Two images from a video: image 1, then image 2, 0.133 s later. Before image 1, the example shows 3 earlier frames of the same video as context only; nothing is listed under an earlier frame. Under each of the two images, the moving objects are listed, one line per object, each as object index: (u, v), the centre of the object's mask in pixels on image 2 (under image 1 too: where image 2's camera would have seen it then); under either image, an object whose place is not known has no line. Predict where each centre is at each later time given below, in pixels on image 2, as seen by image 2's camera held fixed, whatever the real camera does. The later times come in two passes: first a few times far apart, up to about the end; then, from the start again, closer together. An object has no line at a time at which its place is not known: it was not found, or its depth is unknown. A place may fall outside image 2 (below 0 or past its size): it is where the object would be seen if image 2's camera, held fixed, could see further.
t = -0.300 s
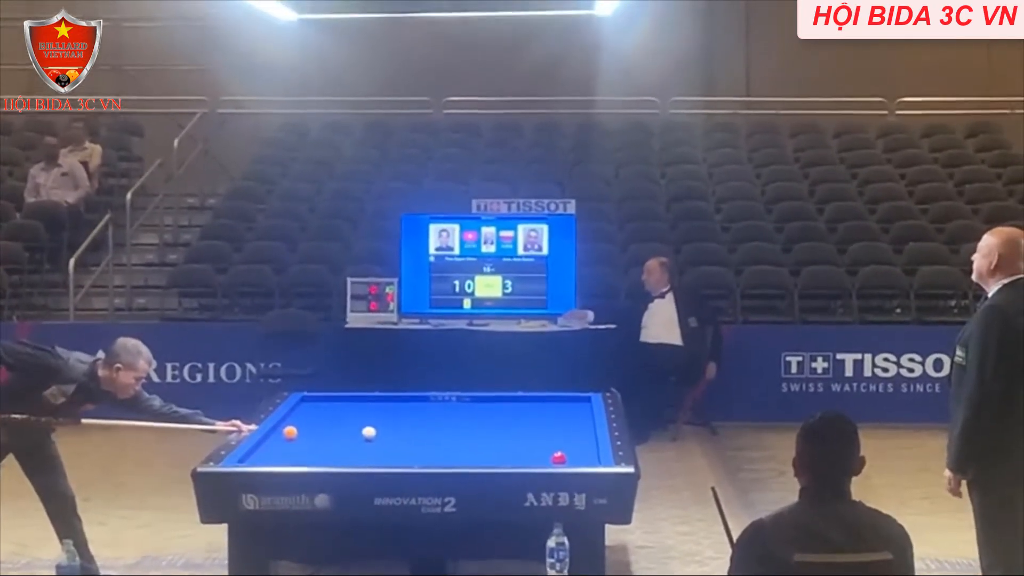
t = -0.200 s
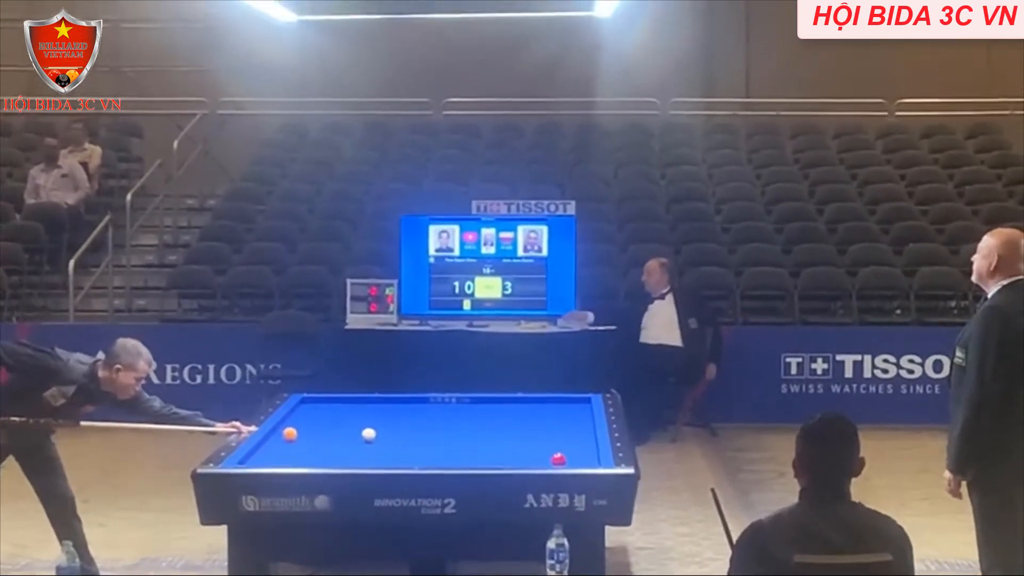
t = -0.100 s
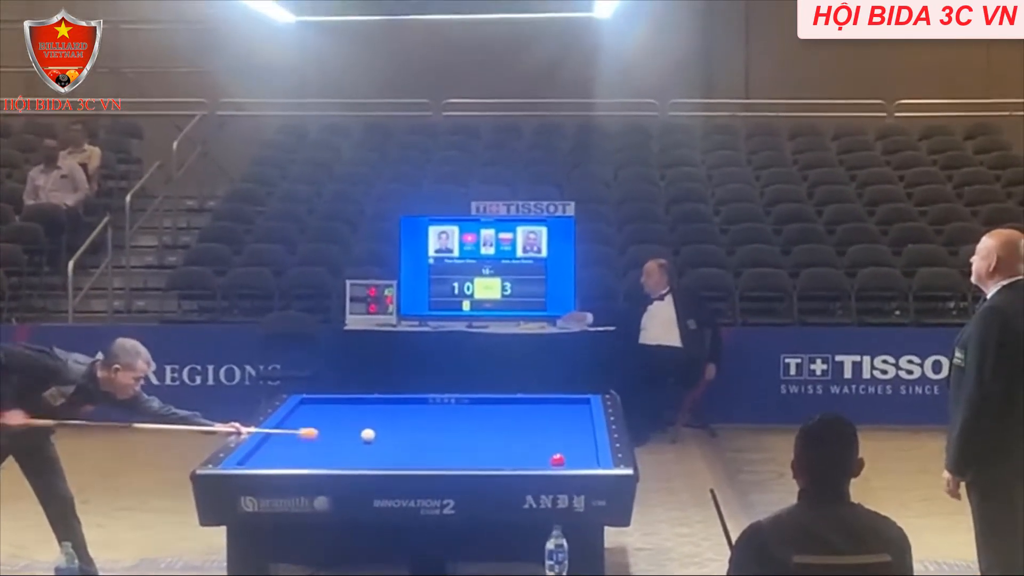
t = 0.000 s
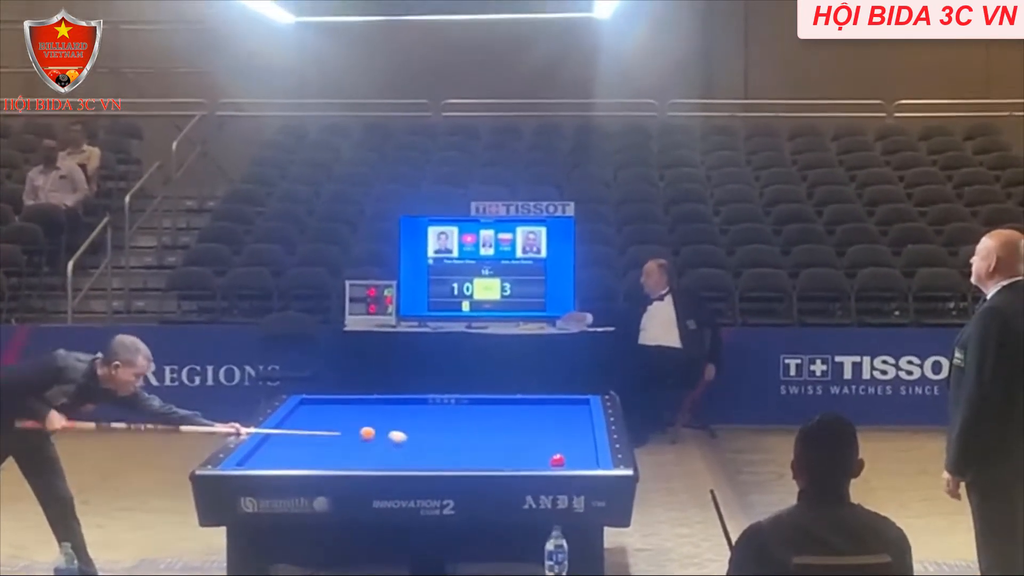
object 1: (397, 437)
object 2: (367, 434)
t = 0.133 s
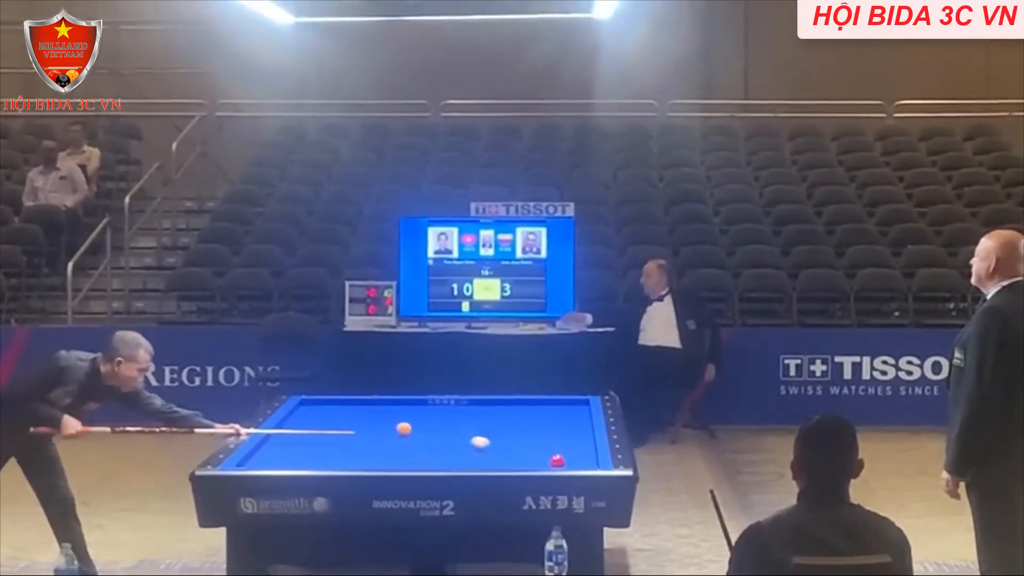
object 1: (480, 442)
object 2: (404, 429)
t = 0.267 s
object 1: (560, 447)
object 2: (444, 425)
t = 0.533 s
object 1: (498, 453)
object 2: (534, 416)
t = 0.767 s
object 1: (415, 457)
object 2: (564, 409)
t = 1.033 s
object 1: (322, 463)
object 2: (508, 402)
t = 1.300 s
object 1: (246, 465)
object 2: (455, 403)
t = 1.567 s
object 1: (303, 461)
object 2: (398, 407)
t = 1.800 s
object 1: (341, 458)
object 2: (347, 411)
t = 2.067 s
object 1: (382, 454)
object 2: (292, 415)
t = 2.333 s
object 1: (422, 451)
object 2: (325, 420)
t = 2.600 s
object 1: (460, 447)
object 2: (352, 425)
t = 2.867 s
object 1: (496, 444)
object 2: (380, 430)
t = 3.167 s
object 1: (536, 440)
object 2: (413, 436)
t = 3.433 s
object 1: (568, 437)
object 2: (441, 441)
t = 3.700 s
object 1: (578, 435)
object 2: (471, 447)
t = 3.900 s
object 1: (566, 433)
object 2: (493, 450)
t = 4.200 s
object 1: (550, 431)
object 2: (528, 456)
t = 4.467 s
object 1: (537, 429)
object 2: (554, 458)
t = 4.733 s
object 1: (524, 428)
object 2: (576, 460)
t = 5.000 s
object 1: (511, 426)
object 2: (587, 461)
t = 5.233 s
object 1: (501, 425)
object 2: (581, 460)
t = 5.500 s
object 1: (490, 423)
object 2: (572, 460)
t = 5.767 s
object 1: (479, 422)
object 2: (564, 460)
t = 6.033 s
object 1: (469, 421)
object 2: (557, 459)
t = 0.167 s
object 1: (501, 443)
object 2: (413, 428)
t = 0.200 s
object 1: (521, 444)
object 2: (423, 426)
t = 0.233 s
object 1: (540, 445)
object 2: (434, 425)
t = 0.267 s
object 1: (560, 447)
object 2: (444, 425)
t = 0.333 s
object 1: (585, 449)
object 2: (466, 422)
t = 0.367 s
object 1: (570, 450)
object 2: (477, 421)
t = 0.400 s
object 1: (555, 450)
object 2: (488, 420)
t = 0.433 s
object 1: (539, 451)
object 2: (499, 419)
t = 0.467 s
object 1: (526, 451)
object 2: (511, 418)
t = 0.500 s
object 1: (512, 452)
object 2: (523, 417)
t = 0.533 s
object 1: (498, 453)
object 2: (534, 416)
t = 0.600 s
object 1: (473, 455)
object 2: (556, 414)
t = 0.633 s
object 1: (460, 456)
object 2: (567, 413)
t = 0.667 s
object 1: (449, 456)
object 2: (578, 412)
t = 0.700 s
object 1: (437, 457)
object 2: (583, 412)
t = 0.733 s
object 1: (426, 457)
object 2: (573, 411)
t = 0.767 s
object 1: (415, 457)
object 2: (564, 409)
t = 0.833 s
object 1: (392, 459)
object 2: (548, 408)
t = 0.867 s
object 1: (380, 460)
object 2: (540, 407)
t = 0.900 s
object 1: (369, 460)
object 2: (533, 405)
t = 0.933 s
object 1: (357, 460)
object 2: (526, 405)
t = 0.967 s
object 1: (346, 461)
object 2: (520, 404)
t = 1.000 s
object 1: (334, 462)
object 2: (514, 403)
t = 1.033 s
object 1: (322, 463)
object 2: (508, 402)
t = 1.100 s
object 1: (300, 463)
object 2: (497, 400)
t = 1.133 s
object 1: (287, 464)
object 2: (491, 399)
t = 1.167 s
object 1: (276, 465)
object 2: (484, 400)
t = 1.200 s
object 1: (264, 465)
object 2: (477, 401)
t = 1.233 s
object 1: (252, 466)
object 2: (469, 401)
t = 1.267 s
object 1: (243, 465)
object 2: (462, 402)
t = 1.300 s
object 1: (246, 465)
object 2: (455, 403)
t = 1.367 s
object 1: (263, 464)
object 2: (441, 404)
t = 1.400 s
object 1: (271, 463)
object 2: (433, 404)
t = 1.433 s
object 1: (278, 463)
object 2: (426, 405)
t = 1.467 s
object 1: (285, 462)
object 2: (419, 406)
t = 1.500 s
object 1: (291, 462)
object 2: (412, 406)
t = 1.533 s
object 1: (297, 462)
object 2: (405, 406)
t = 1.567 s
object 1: (303, 461)
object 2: (398, 407)
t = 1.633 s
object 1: (314, 460)
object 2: (384, 409)
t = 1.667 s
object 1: (319, 459)
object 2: (376, 409)
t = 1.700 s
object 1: (324, 459)
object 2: (369, 409)
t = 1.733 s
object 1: (330, 458)
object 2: (362, 410)
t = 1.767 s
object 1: (335, 458)
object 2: (355, 411)
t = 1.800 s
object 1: (341, 458)
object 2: (347, 411)
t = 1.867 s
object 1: (351, 457)
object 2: (333, 412)
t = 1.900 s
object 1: (356, 456)
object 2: (326, 412)
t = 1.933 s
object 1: (362, 456)
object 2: (318, 413)
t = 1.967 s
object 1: (366, 456)
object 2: (311, 413)
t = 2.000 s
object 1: (372, 455)
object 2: (303, 414)
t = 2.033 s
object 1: (377, 455)
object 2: (296, 415)
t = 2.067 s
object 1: (382, 454)
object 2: (292, 415)
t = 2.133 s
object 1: (392, 454)
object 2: (302, 417)
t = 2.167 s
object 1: (397, 453)
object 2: (306, 417)
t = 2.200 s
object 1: (402, 453)
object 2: (310, 418)
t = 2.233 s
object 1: (407, 452)
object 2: (314, 418)
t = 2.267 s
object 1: (412, 452)
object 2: (318, 419)
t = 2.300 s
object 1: (417, 451)
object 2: (321, 420)
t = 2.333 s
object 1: (422, 451)
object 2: (325, 420)
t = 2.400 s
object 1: (431, 450)
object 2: (331, 422)
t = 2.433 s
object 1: (436, 449)
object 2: (335, 422)
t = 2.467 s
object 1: (441, 449)
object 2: (338, 423)
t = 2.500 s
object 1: (446, 449)
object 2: (341, 424)
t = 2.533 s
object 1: (450, 448)
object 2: (345, 424)
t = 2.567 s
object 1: (455, 448)
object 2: (349, 425)
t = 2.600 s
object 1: (460, 447)
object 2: (352, 425)
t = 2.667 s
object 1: (469, 446)
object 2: (359, 427)
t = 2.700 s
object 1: (474, 446)
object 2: (363, 427)
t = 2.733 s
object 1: (478, 445)
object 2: (366, 428)
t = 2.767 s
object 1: (483, 445)
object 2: (370, 428)
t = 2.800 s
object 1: (487, 445)
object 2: (373, 429)
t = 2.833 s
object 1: (492, 444)
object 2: (377, 430)
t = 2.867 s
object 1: (496, 444)
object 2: (380, 430)
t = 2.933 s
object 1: (505, 443)
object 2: (387, 432)
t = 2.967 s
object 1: (509, 442)
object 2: (391, 432)
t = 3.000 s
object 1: (514, 442)
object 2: (394, 433)
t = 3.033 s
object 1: (518, 442)
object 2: (398, 434)
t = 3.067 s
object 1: (523, 442)
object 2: (401, 434)
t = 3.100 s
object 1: (527, 441)
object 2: (405, 435)
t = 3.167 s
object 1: (536, 440)
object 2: (413, 436)
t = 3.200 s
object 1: (540, 440)
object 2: (416, 436)
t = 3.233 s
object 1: (544, 439)
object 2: (419, 437)
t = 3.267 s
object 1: (548, 439)
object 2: (423, 438)
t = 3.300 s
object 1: (553, 438)
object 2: (427, 439)
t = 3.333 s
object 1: (557, 438)
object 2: (430, 439)
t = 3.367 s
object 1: (561, 438)
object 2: (434, 440)
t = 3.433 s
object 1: (568, 437)
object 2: (441, 441)
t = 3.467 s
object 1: (573, 437)
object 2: (445, 442)
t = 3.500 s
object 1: (577, 436)
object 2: (449, 442)
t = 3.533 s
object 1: (581, 436)
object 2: (452, 443)
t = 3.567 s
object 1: (585, 436)
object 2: (456, 444)
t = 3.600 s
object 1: (586, 435)
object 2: (460, 444)
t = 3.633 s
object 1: (583, 435)
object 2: (464, 445)
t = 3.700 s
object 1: (578, 435)
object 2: (471, 447)
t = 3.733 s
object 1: (576, 434)
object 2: (474, 447)
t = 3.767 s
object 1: (574, 434)
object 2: (478, 448)
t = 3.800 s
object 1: (572, 434)
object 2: (482, 448)
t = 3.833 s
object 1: (570, 434)
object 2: (486, 449)
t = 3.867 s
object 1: (568, 433)
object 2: (490, 450)
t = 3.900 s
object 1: (566, 433)
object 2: (493, 450)
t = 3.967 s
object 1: (563, 433)
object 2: (501, 452)
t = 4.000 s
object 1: (561, 432)
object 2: (505, 452)
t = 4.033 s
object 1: (559, 432)
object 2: (509, 453)
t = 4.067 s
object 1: (557, 432)
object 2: (512, 454)
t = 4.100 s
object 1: (556, 432)
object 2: (517, 454)
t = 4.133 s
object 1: (554, 432)
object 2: (520, 455)
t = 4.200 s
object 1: (550, 431)
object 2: (528, 456)
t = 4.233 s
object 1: (548, 431)
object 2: (531, 457)
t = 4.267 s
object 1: (546, 431)
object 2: (535, 457)
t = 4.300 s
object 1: (545, 430)
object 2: (539, 458)
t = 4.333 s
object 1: (543, 430)
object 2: (542, 459)
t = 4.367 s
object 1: (542, 430)
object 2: (545, 459)
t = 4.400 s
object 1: (540, 430)
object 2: (548, 459)
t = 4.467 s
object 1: (537, 429)
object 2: (554, 458)
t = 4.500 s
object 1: (535, 429)
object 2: (556, 458)
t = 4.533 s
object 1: (533, 429)
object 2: (559, 459)
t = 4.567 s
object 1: (532, 429)
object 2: (562, 459)
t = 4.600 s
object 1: (530, 428)
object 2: (565, 461)
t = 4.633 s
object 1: (529, 428)
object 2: (567, 459)
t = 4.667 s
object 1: (527, 428)
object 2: (570, 460)
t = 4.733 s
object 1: (524, 428)
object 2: (576, 460)
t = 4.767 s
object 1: (522, 427)
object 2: (578, 460)
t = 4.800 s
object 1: (521, 427)
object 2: (580, 460)
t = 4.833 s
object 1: (519, 427)
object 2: (582, 460)
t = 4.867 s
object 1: (517, 427)
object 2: (585, 461)
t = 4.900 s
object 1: (516, 427)
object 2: (588, 461)
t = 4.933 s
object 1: (514, 427)
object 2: (589, 461)
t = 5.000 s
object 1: (511, 426)
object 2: (587, 461)
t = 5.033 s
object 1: (510, 426)
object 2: (587, 461)
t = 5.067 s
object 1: (508, 426)
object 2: (585, 461)
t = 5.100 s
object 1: (506, 425)
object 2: (584, 461)
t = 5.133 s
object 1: (505, 425)
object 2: (584, 461)
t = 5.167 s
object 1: (504, 425)
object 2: (584, 461)
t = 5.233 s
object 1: (501, 425)
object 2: (581, 460)
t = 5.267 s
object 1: (500, 424)
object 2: (580, 460)
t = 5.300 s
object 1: (498, 424)
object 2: (579, 461)
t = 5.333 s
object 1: (497, 424)
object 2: (578, 461)
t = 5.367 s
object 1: (495, 424)
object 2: (577, 461)
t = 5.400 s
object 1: (494, 424)
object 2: (575, 460)
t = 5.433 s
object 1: (493, 423)
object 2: (574, 460)
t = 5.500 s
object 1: (490, 423)
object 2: (572, 460)
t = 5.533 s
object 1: (488, 423)
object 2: (571, 460)
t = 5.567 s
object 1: (487, 423)
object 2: (569, 460)
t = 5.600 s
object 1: (486, 423)
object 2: (569, 460)
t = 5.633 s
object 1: (484, 422)
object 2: (568, 460)
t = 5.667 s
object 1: (483, 422)
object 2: (567, 460)
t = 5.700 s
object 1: (482, 422)
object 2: (566, 460)
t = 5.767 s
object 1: (479, 422)
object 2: (564, 460)
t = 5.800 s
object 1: (478, 422)
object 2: (563, 460)
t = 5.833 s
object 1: (476, 421)
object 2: (562, 460)
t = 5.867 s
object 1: (475, 421)
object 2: (561, 460)
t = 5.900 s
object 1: (474, 421)
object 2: (560, 460)
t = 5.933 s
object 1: (473, 421)
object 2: (560, 459)
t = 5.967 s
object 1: (472, 421)
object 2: (559, 460)
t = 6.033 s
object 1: (469, 421)
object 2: (557, 459)
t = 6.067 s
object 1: (468, 420)
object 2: (556, 459)
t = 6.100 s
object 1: (467, 420)
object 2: (555, 459)
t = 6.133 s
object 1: (465, 420)
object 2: (554, 459)
